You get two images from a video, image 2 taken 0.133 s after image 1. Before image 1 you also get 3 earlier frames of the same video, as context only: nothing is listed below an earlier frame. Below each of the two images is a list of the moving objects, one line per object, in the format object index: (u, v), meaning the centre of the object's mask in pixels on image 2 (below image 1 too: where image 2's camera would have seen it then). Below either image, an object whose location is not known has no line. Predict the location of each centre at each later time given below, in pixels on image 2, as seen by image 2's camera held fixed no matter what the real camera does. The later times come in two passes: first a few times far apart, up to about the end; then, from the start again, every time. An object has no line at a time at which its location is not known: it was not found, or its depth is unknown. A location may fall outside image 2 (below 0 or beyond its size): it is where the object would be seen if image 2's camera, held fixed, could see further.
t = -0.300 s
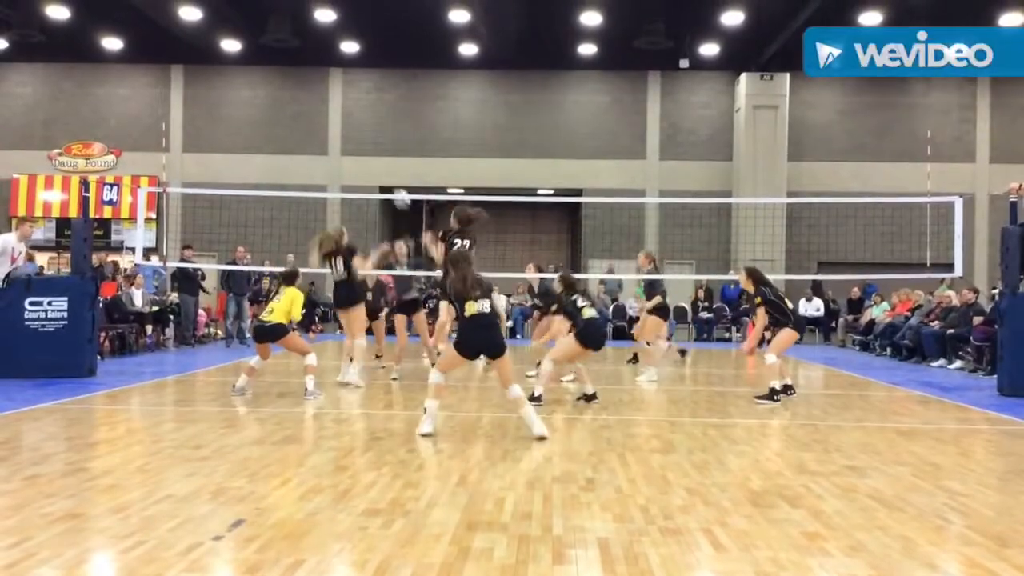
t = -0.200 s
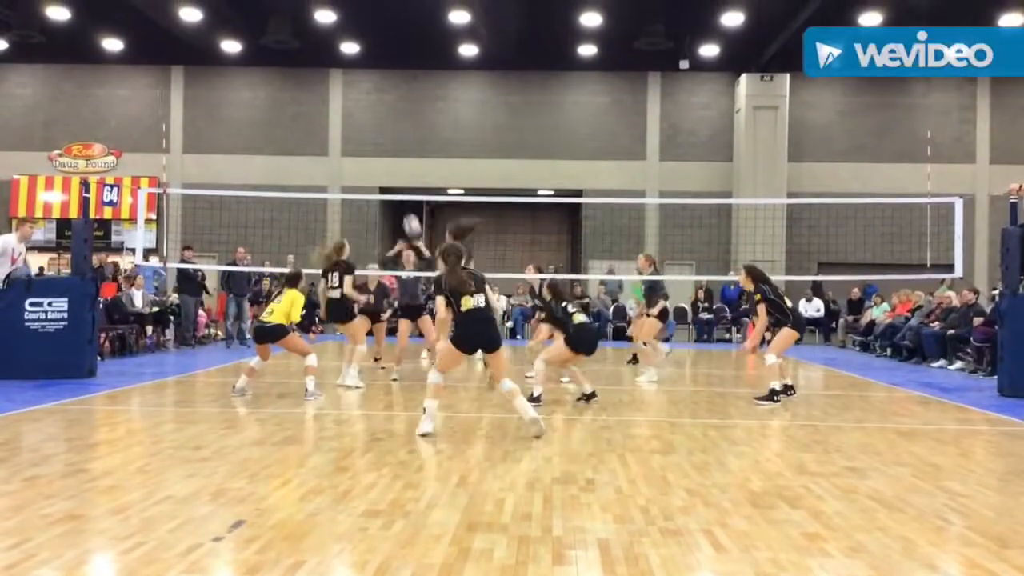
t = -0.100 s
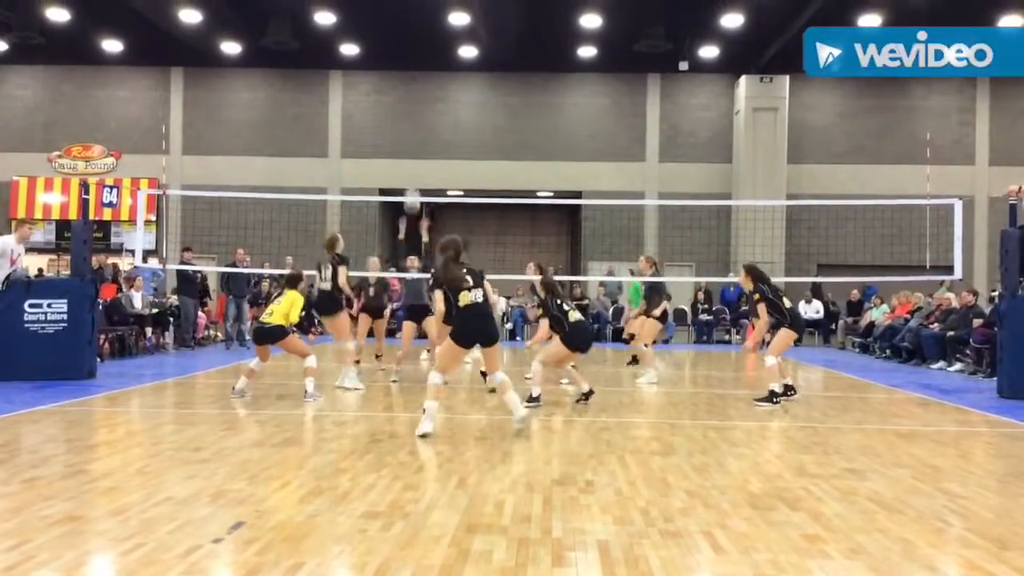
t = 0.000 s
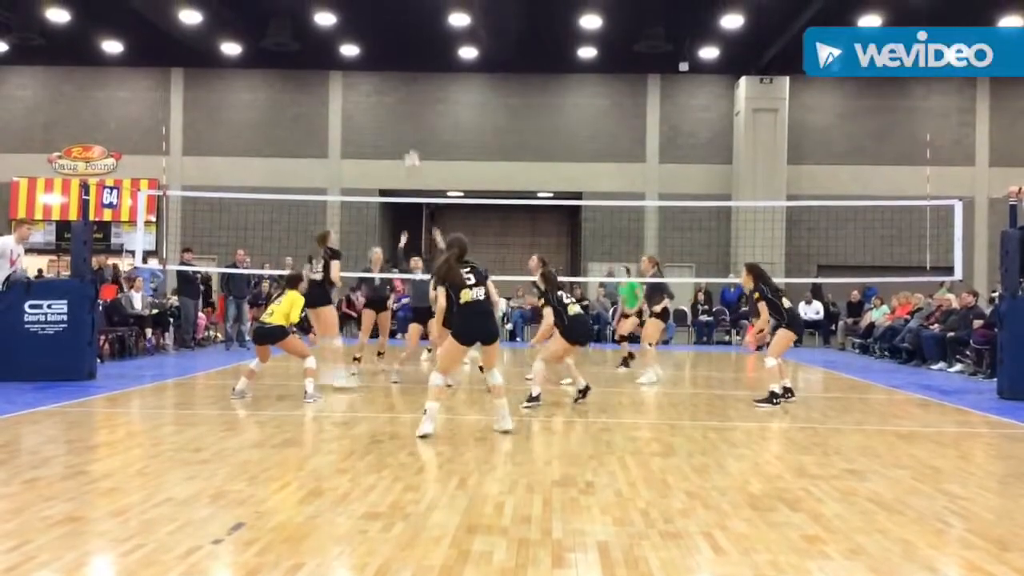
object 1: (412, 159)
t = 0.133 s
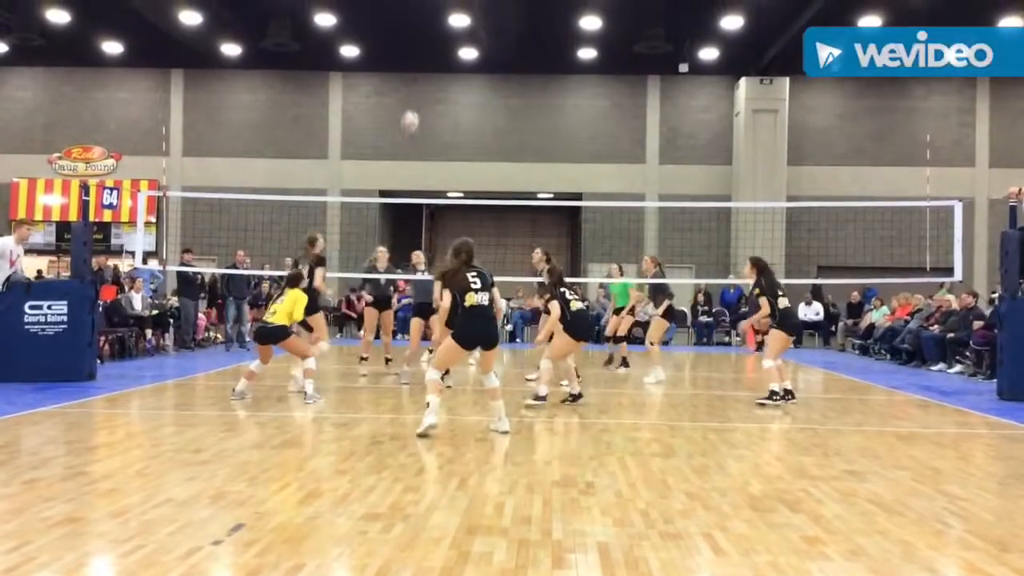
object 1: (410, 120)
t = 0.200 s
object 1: (410, 104)
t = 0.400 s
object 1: (408, 78)
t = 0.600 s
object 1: (405, 84)
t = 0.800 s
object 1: (403, 125)
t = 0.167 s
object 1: (410, 112)
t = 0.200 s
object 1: (410, 104)
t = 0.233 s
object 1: (410, 98)
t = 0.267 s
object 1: (410, 91)
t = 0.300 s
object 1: (409, 87)
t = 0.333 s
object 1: (408, 83)
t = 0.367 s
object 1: (408, 81)
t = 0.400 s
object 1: (408, 78)
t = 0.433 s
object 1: (407, 77)
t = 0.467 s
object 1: (407, 77)
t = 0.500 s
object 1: (407, 77)
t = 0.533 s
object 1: (406, 79)
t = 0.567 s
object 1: (406, 81)
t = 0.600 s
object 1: (405, 84)
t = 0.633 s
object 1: (405, 89)
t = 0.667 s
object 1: (405, 94)
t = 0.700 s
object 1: (405, 100)
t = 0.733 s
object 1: (404, 107)
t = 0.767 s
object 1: (404, 116)
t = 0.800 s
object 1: (403, 125)
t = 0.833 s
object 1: (403, 135)
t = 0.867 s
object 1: (403, 147)
